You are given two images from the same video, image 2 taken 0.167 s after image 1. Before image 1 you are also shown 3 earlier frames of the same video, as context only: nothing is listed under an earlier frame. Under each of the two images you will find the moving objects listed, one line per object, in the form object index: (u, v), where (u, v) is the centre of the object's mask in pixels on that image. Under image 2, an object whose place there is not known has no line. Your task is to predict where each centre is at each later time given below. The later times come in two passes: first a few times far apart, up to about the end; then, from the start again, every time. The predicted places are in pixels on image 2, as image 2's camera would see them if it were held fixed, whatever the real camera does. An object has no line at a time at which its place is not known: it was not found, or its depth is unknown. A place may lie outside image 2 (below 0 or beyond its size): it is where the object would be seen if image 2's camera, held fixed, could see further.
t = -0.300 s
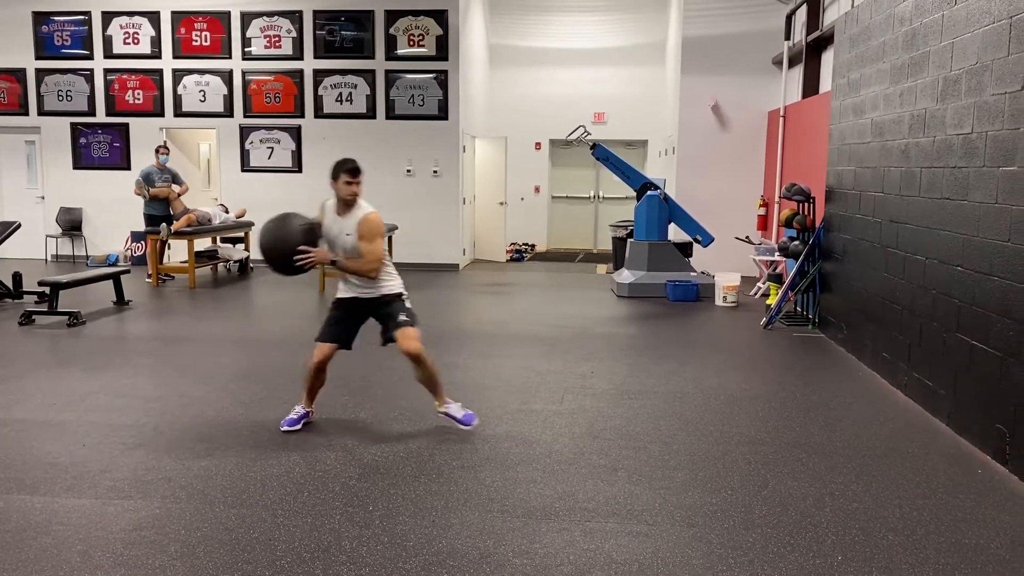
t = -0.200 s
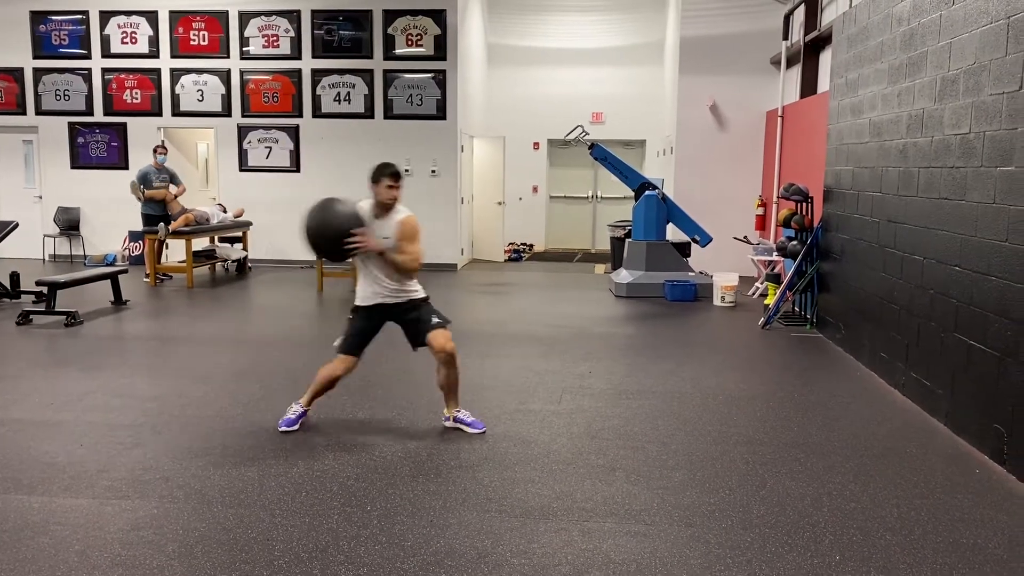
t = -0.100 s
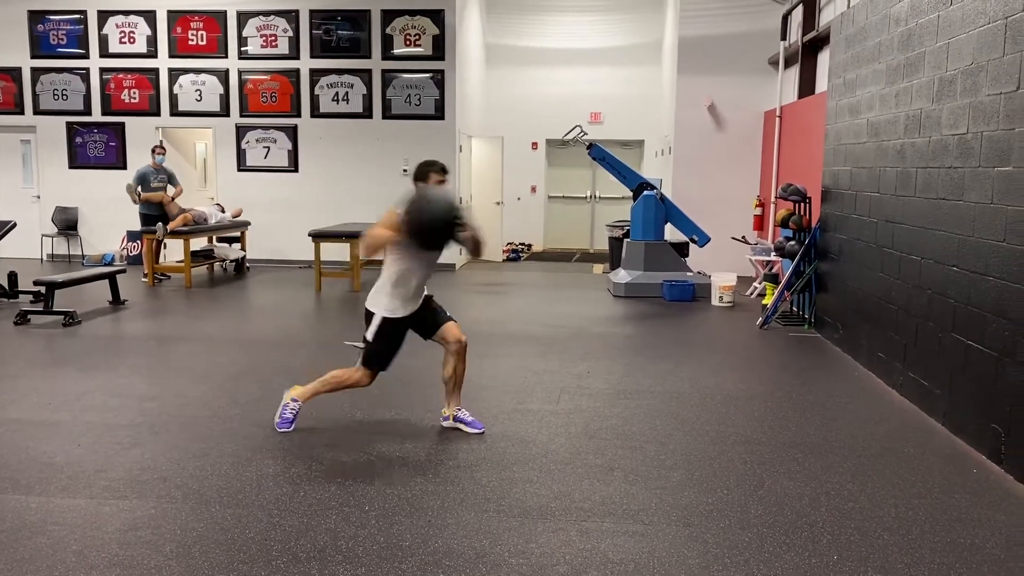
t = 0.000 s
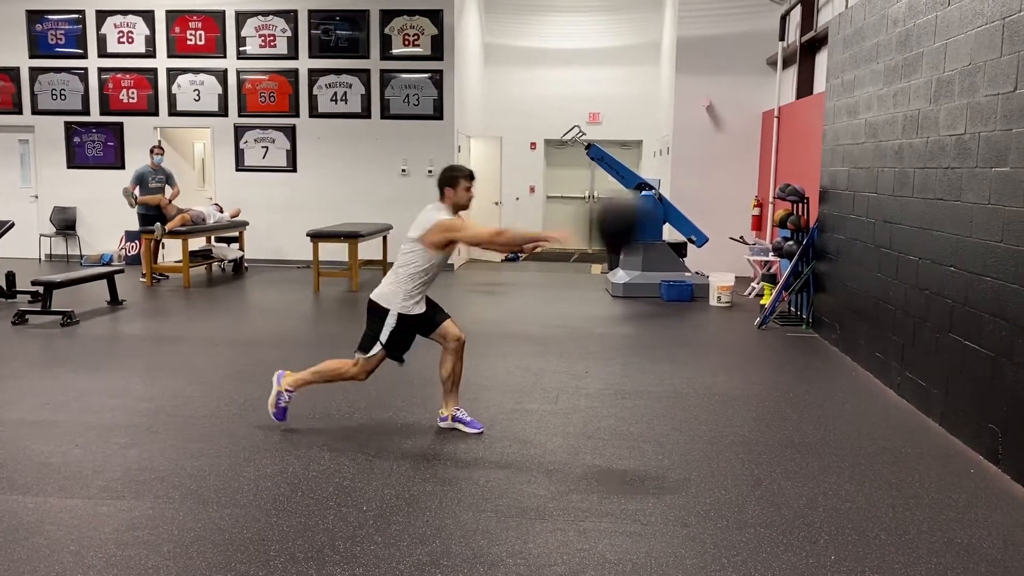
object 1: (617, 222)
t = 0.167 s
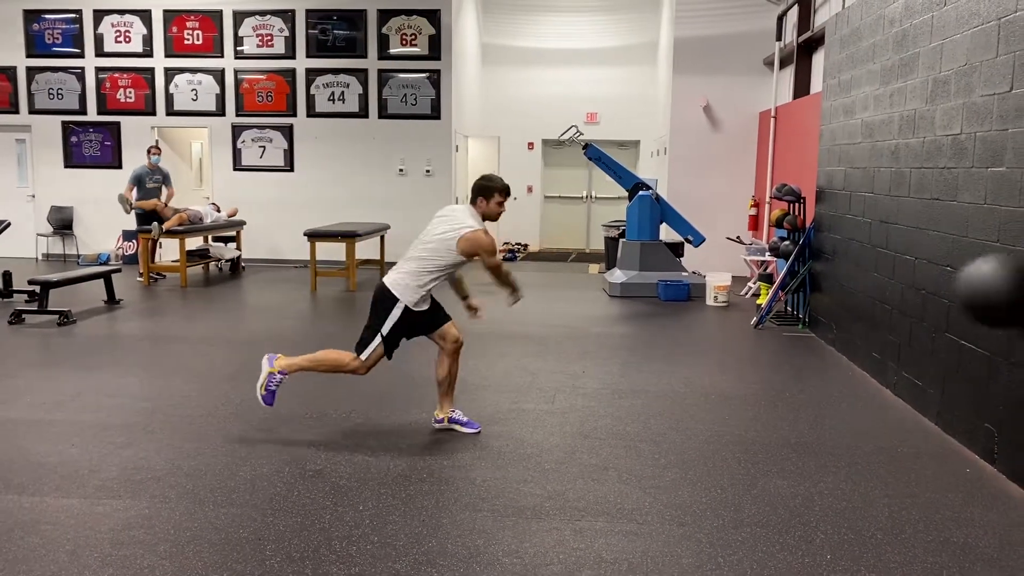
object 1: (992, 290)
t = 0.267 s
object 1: (882, 335)
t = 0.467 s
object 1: (677, 418)
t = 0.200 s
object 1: (959, 304)
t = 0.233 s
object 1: (919, 318)
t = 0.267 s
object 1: (882, 335)
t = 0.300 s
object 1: (845, 353)
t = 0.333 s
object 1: (806, 375)
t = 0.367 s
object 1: (771, 396)
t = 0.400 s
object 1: (734, 419)
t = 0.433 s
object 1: (700, 435)
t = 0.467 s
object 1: (677, 418)
